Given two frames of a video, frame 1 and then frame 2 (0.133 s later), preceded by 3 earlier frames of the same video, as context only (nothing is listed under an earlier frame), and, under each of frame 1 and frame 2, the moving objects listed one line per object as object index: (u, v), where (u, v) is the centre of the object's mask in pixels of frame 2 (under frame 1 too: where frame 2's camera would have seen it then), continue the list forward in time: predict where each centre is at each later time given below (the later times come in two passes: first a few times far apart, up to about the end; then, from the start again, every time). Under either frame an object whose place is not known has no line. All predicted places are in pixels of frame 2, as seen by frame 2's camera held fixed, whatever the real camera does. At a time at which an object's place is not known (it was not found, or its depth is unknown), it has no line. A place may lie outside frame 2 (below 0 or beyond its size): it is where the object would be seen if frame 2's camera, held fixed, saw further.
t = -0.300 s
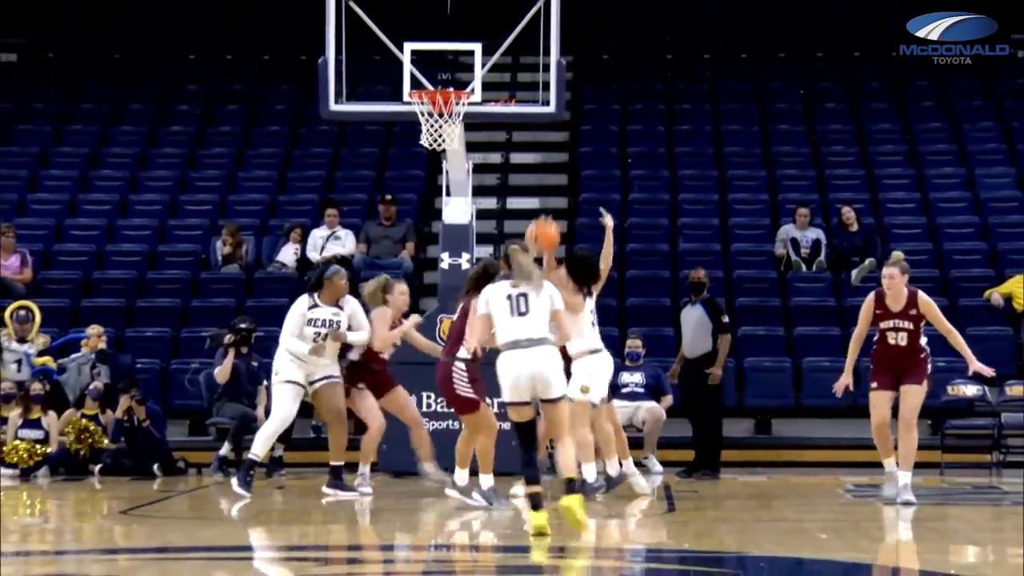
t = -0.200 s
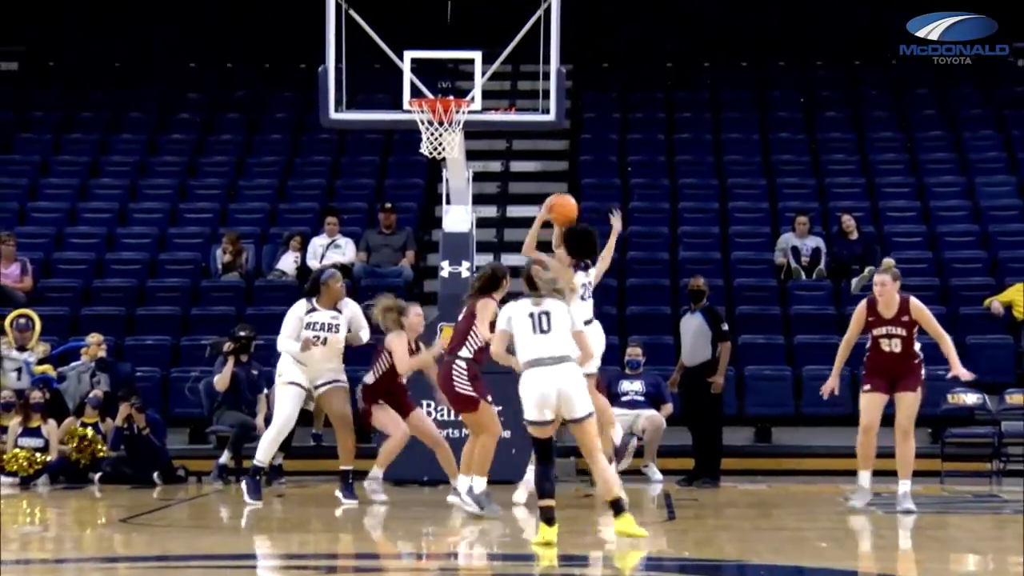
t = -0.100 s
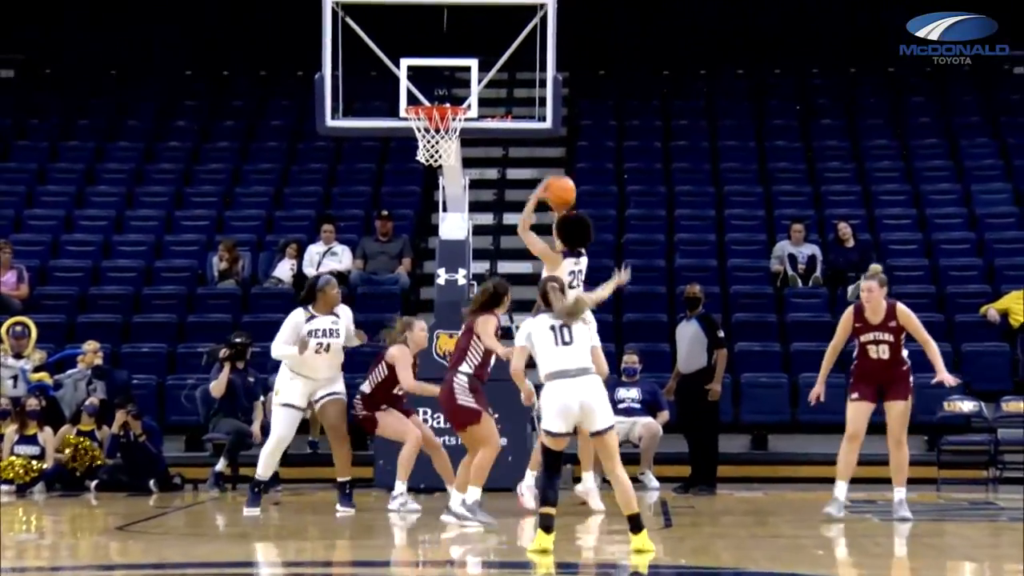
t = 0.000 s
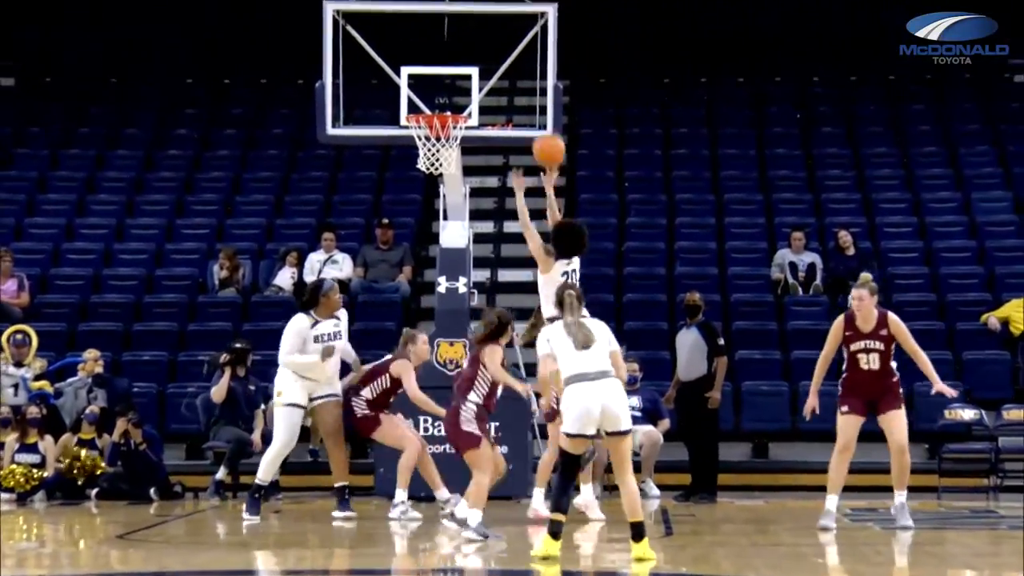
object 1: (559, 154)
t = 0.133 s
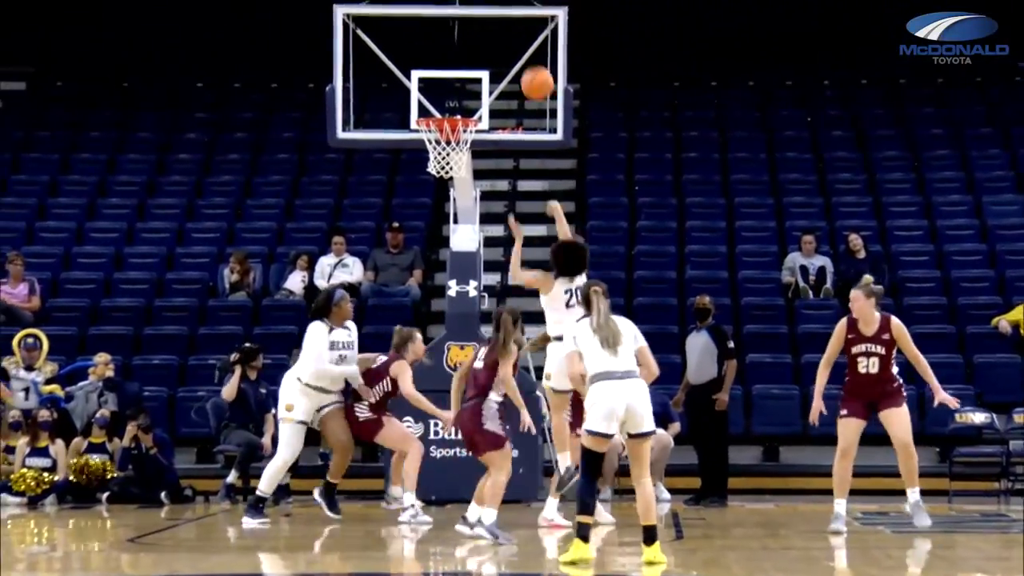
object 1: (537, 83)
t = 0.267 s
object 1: (516, 41)
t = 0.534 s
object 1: (477, 29)
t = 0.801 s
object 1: (440, 105)
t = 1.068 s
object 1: (430, 174)
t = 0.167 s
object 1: (533, 71)
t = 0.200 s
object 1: (527, 59)
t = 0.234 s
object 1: (522, 49)
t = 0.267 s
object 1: (516, 41)
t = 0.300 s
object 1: (511, 34)
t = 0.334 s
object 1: (506, 30)
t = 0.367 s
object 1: (501, 26)
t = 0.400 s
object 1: (496, 24)
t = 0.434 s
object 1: (491, 23)
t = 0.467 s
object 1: (486, 23)
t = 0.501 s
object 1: (481, 25)
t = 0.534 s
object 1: (477, 29)
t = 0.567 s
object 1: (471, 34)
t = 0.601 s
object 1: (467, 40)
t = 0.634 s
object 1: (462, 47)
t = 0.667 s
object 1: (457, 56)
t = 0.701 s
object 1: (453, 67)
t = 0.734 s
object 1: (448, 79)
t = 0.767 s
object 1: (444, 92)
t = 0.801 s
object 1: (440, 105)
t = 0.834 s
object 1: (438, 112)
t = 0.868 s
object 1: (451, 120)
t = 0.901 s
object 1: (465, 125)
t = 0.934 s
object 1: (455, 134)
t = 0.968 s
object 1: (450, 140)
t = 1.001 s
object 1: (438, 154)
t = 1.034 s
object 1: (435, 163)
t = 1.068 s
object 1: (430, 174)
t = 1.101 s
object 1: (427, 181)
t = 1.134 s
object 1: (424, 190)
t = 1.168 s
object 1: (420, 201)
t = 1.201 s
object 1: (417, 214)
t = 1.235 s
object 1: (413, 228)
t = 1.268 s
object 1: (410, 244)
